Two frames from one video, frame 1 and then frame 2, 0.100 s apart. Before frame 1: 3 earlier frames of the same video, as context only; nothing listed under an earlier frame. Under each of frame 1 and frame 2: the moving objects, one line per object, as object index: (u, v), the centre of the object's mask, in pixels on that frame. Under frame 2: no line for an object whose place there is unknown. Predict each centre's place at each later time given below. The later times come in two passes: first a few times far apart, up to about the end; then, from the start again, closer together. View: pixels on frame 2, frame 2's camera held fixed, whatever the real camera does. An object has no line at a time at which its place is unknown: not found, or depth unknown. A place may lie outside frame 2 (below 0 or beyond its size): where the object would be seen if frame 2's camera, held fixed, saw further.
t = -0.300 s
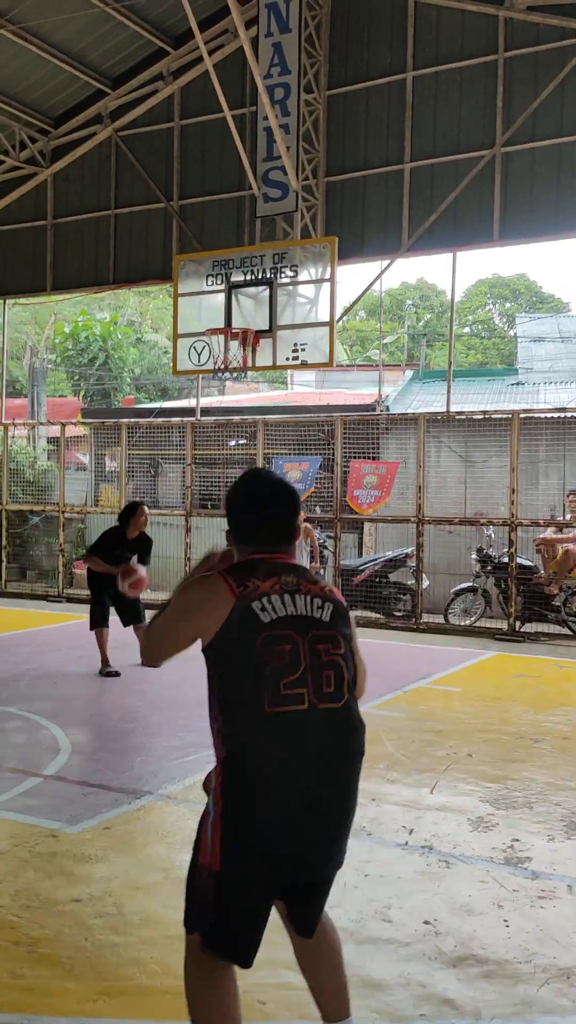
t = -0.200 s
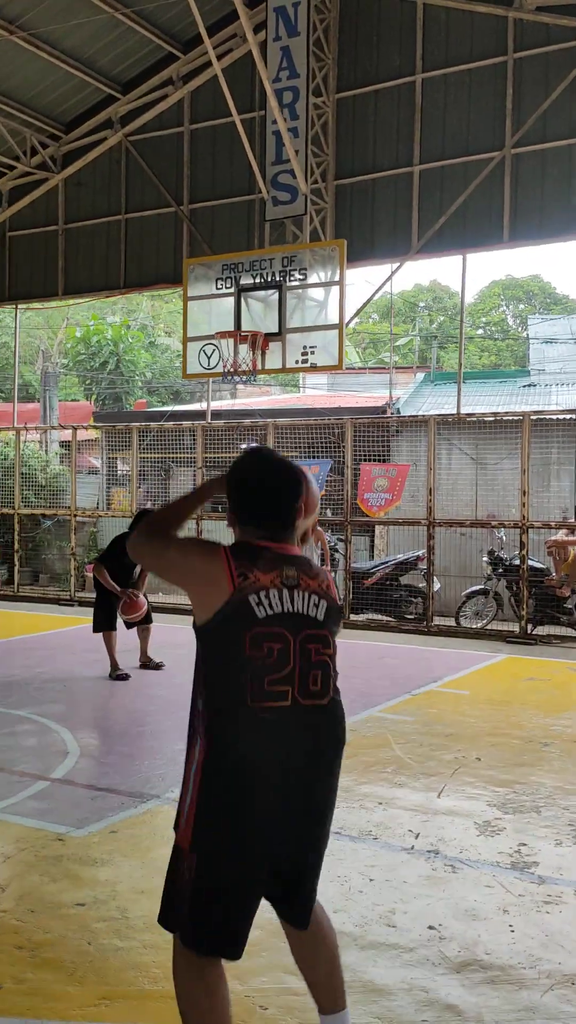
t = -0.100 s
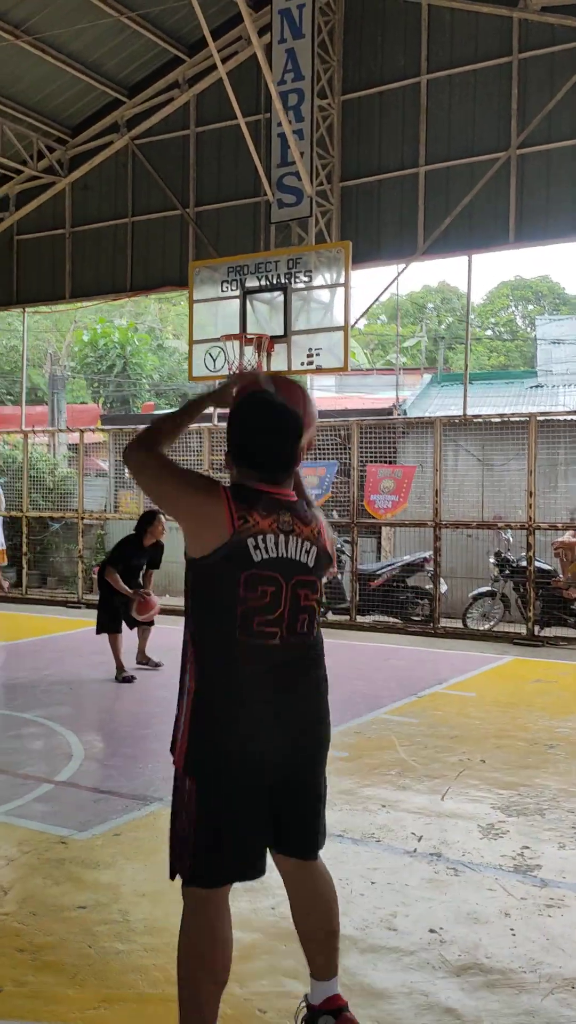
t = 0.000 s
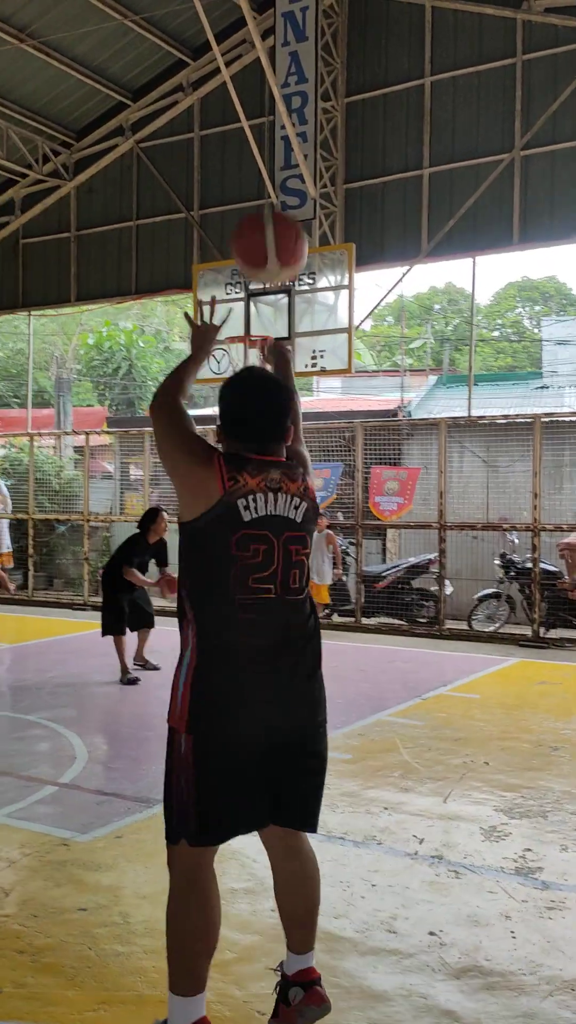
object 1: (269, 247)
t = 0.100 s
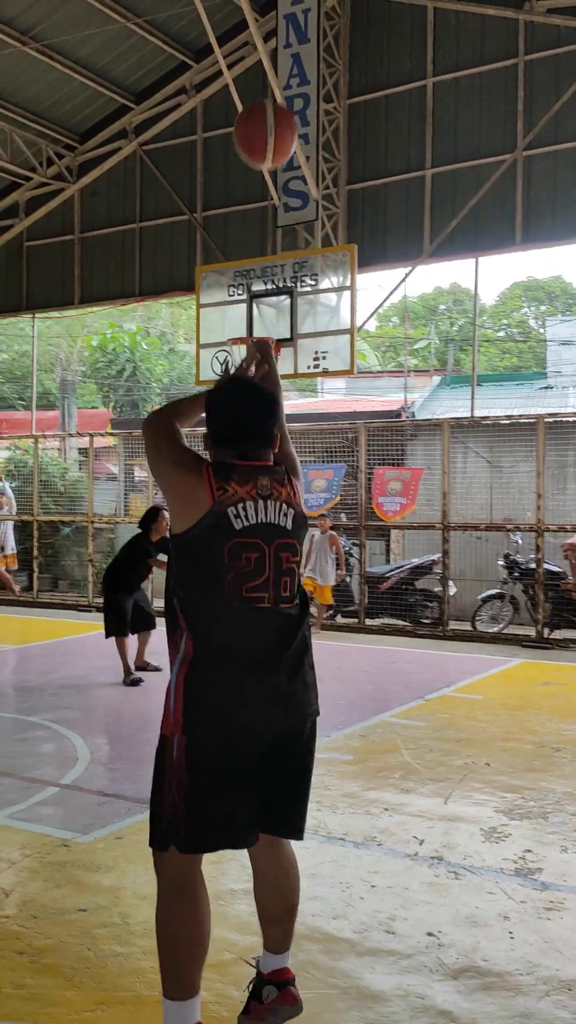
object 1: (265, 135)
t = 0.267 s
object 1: (260, 54)
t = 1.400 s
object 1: (223, 361)
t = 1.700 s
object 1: (231, 412)
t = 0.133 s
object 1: (264, 110)
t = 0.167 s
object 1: (263, 92)
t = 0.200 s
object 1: (262, 78)
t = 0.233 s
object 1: (261, 64)
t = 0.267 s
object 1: (260, 54)
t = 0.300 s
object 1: (259, 48)
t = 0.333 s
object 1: (259, 46)
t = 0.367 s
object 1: (259, 45)
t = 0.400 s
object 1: (259, 45)
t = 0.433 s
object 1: (259, 48)
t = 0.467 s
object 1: (259, 53)
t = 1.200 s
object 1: (248, 348)
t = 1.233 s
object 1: (239, 351)
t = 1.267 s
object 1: (234, 356)
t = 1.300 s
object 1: (229, 357)
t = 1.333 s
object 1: (227, 357)
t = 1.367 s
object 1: (224, 360)
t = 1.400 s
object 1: (223, 361)
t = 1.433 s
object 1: (222, 362)
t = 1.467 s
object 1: (223, 364)
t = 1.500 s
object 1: (223, 366)
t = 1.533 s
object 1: (225, 372)
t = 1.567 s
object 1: (227, 378)
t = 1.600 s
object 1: (228, 385)
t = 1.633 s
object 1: (229, 393)
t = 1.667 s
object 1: (230, 401)
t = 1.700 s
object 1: (231, 412)
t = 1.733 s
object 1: (234, 422)
